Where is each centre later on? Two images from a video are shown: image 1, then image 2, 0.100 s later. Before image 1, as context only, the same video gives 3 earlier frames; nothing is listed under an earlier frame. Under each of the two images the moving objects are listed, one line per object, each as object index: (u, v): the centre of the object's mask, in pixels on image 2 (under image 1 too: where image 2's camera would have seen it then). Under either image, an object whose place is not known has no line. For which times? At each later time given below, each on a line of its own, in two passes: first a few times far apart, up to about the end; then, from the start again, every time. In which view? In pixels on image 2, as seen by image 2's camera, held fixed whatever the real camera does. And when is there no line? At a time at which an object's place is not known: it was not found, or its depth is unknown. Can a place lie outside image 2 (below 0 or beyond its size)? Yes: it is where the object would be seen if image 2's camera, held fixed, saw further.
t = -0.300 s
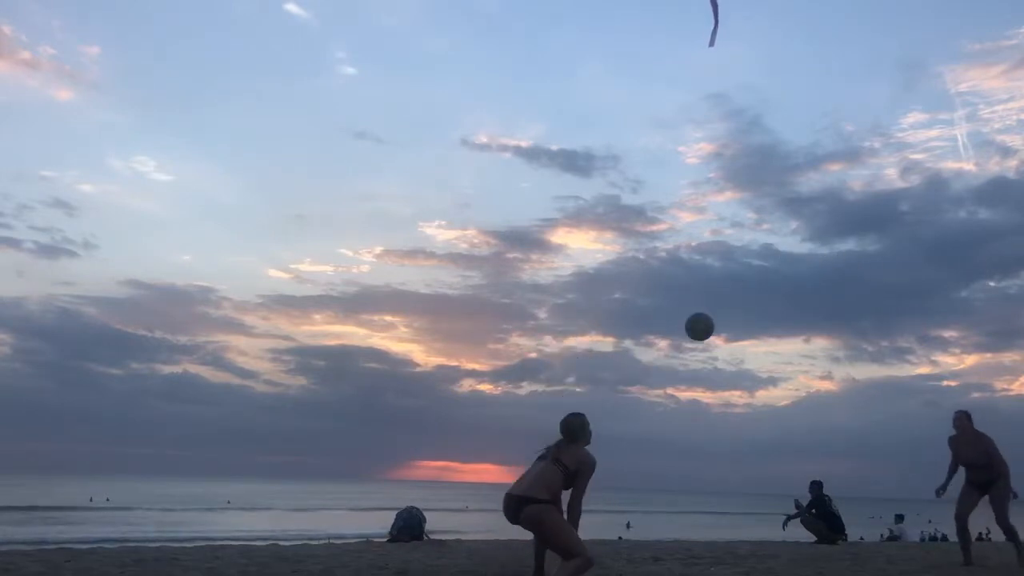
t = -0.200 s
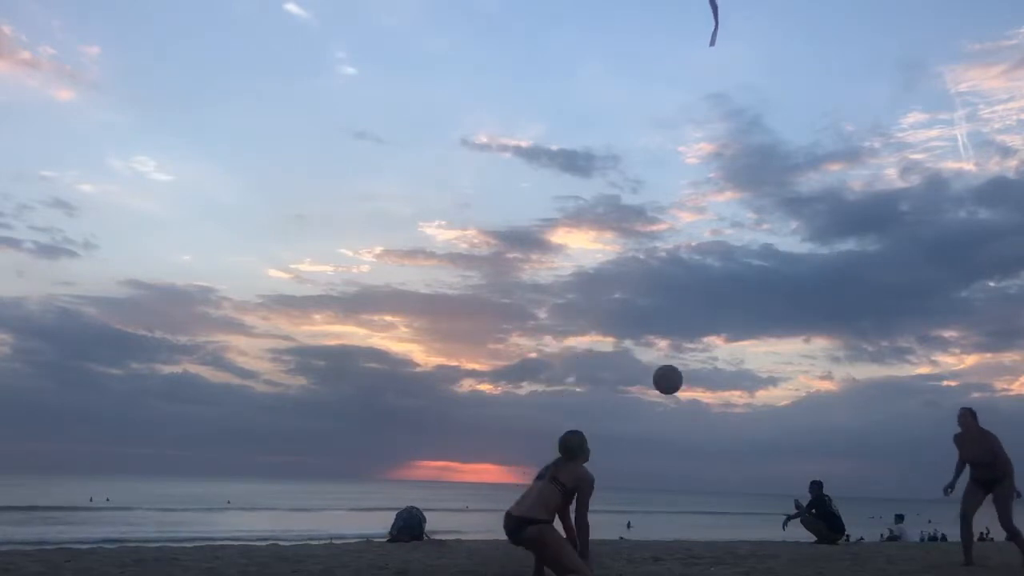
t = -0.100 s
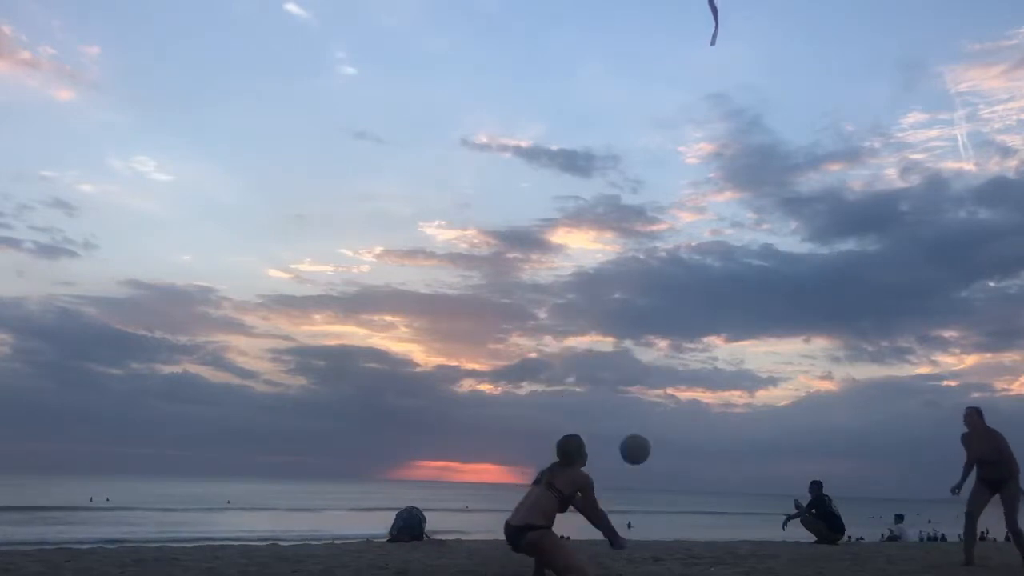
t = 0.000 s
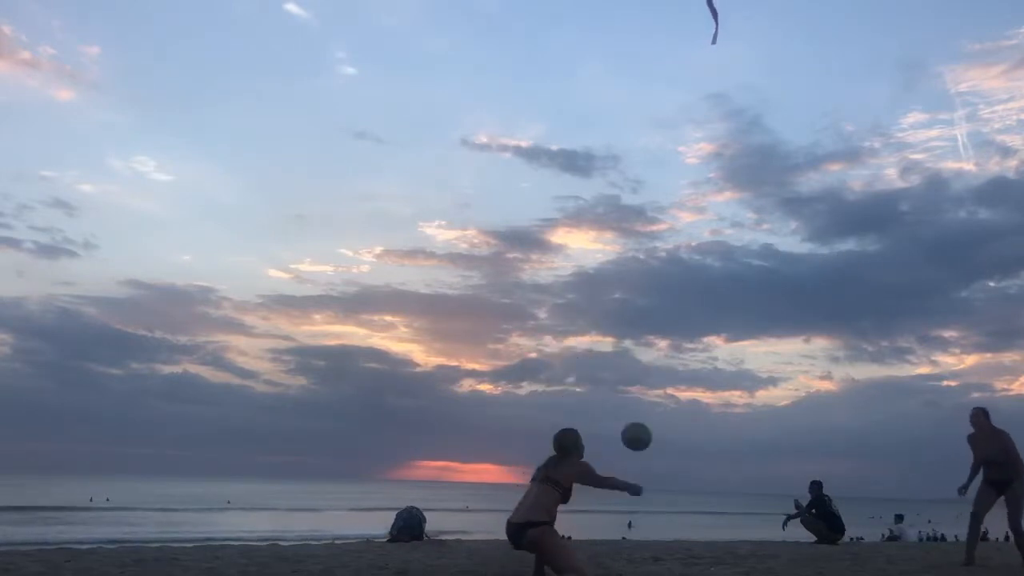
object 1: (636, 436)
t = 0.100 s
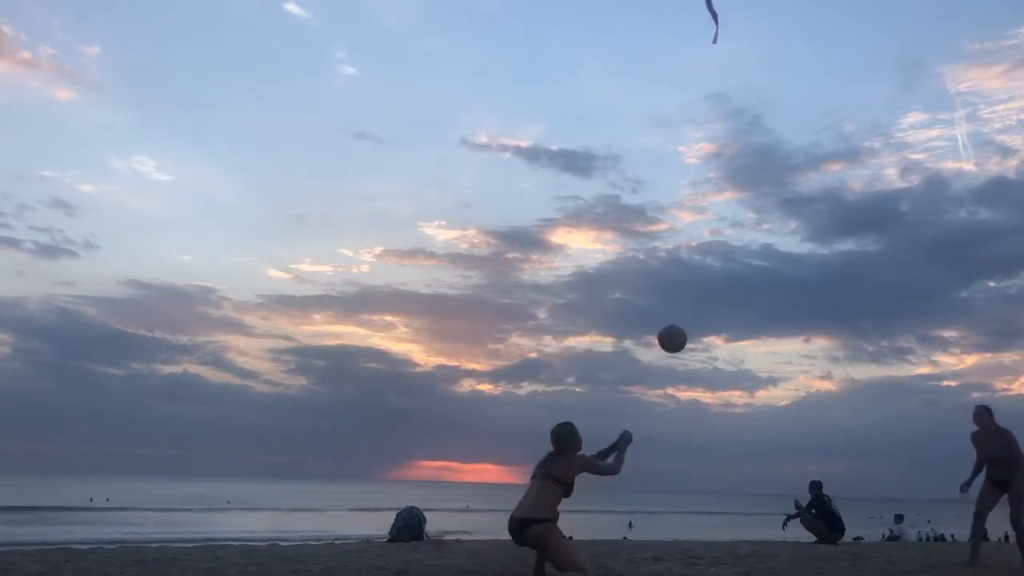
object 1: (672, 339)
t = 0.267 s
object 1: (724, 222)
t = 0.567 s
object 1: (806, 116)
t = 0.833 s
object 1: (869, 110)
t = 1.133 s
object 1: (933, 182)
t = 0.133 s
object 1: (683, 311)
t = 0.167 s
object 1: (694, 286)
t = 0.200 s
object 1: (704, 262)
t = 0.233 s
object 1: (714, 241)
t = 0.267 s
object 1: (724, 222)
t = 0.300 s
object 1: (734, 203)
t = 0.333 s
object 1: (744, 187)
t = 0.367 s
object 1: (753, 173)
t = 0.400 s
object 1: (762, 159)
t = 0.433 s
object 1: (771, 148)
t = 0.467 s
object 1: (780, 138)
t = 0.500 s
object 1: (789, 130)
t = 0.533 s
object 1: (797, 122)
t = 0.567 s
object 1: (806, 116)
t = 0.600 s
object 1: (814, 111)
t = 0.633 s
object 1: (822, 108)
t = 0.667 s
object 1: (830, 105)
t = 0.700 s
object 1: (838, 104)
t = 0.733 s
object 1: (846, 103)
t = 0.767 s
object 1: (853, 104)
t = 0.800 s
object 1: (861, 106)
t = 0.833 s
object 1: (869, 110)
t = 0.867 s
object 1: (876, 114)
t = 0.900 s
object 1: (883, 119)
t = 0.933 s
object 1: (891, 125)
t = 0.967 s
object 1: (898, 132)
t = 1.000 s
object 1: (905, 140)
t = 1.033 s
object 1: (912, 150)
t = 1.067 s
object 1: (919, 160)
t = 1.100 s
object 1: (926, 170)
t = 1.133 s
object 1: (933, 182)
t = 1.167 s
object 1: (940, 195)
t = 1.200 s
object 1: (947, 208)
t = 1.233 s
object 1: (954, 223)
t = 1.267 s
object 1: (961, 238)
